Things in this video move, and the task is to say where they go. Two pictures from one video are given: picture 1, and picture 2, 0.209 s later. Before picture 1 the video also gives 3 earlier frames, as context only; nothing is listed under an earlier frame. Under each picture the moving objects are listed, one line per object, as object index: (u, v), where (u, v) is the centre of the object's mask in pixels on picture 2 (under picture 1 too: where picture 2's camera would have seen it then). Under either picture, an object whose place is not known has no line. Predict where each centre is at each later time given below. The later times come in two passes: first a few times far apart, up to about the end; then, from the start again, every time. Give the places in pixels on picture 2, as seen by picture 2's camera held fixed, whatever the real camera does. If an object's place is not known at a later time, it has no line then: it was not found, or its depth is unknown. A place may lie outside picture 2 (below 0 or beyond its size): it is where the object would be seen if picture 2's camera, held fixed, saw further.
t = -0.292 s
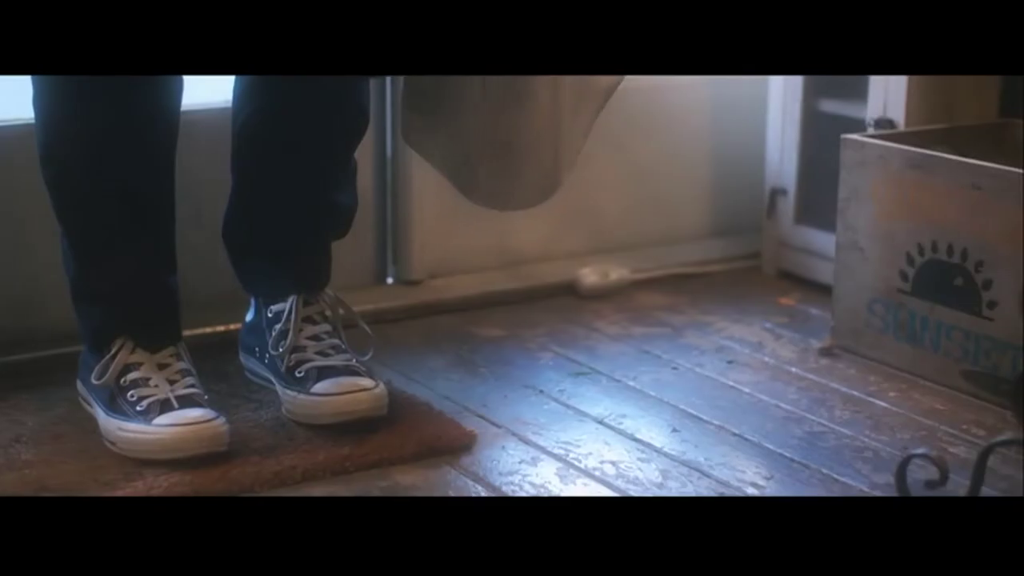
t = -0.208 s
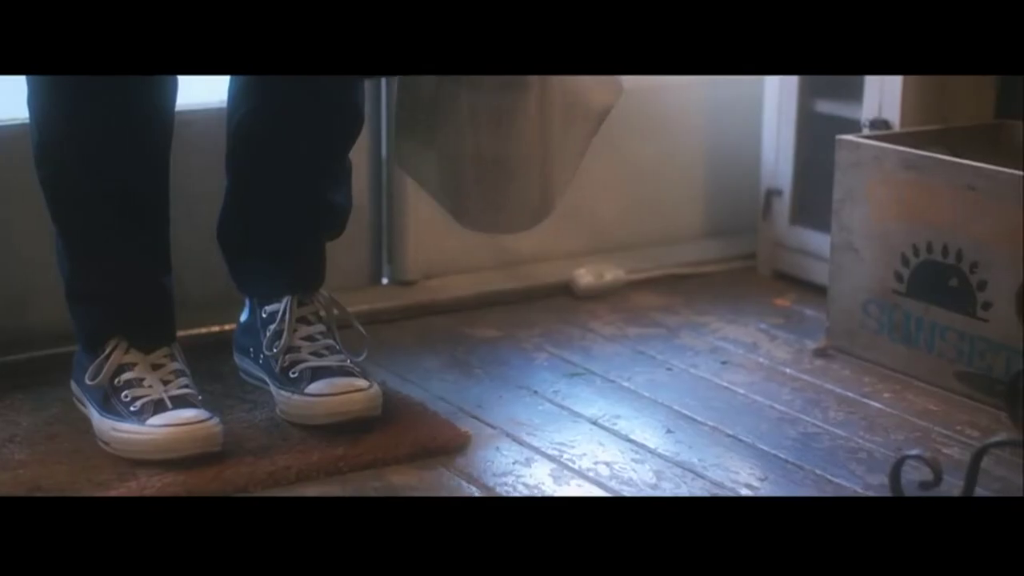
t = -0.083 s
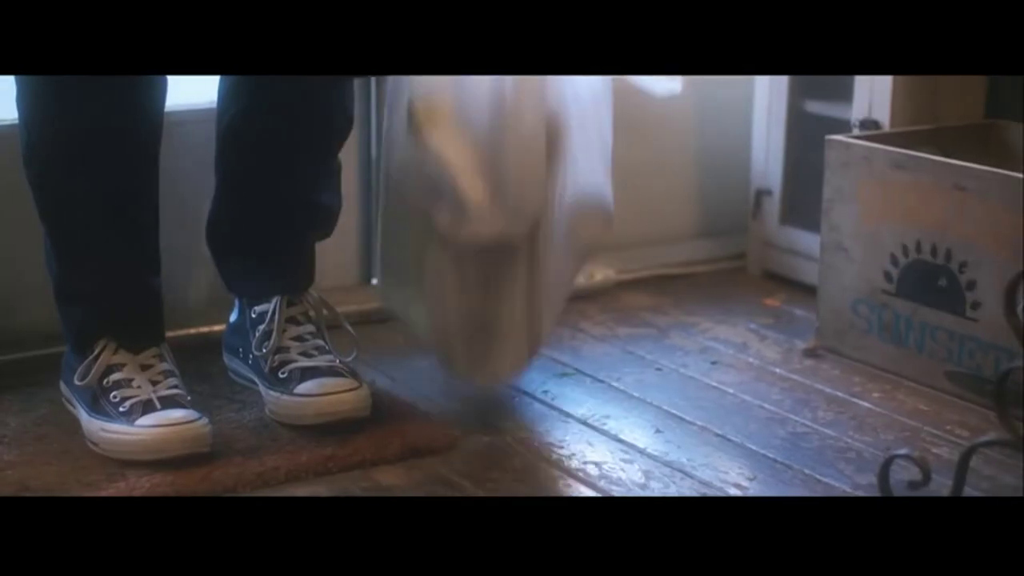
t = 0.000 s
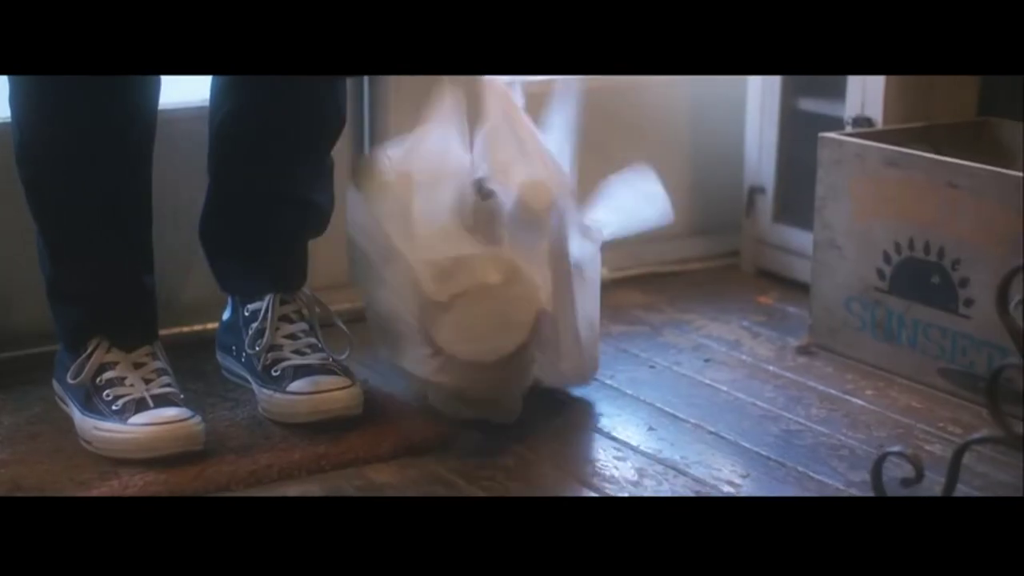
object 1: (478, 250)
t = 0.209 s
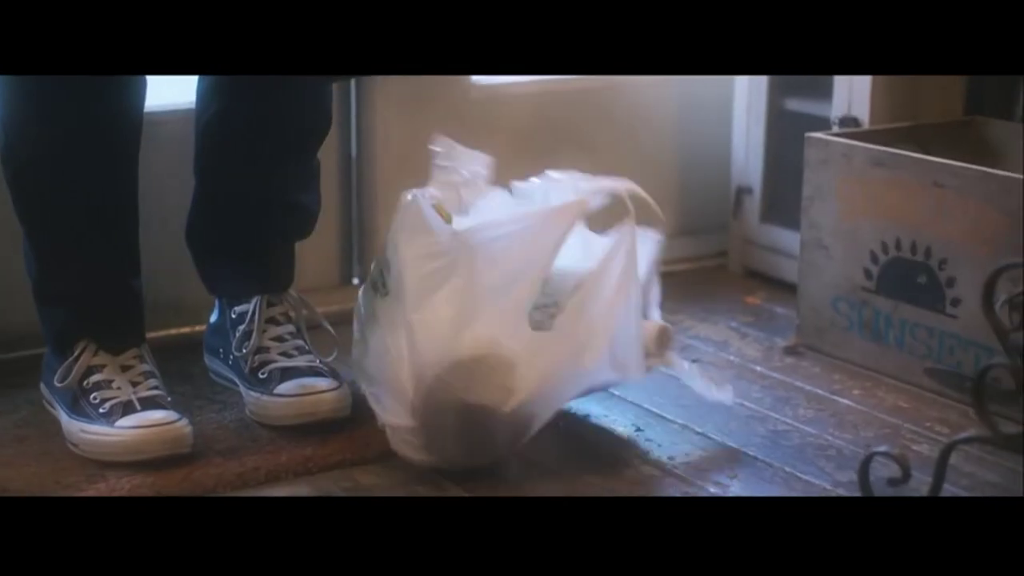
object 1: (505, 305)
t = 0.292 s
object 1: (523, 337)
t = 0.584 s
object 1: (576, 353)
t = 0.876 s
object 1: (575, 352)
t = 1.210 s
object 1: (575, 352)
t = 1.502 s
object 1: (575, 352)
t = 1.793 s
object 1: (576, 352)
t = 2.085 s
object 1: (577, 352)
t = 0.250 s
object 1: (519, 324)
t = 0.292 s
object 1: (523, 337)
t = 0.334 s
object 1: (538, 341)
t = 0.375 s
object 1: (548, 345)
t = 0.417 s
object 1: (567, 347)
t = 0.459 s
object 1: (570, 352)
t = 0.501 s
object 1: (575, 354)
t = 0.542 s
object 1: (576, 354)
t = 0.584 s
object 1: (576, 353)
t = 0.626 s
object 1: (576, 352)
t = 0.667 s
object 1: (576, 352)
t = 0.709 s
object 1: (576, 352)
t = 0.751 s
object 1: (575, 352)
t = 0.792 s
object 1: (575, 352)
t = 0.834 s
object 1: (575, 352)
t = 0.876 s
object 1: (575, 352)
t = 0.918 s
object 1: (575, 352)
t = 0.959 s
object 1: (575, 352)
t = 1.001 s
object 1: (575, 352)
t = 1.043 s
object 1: (575, 352)
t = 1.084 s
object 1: (575, 352)
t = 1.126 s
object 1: (575, 352)
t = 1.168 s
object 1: (575, 352)
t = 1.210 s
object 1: (575, 352)
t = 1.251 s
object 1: (575, 352)
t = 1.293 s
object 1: (575, 352)
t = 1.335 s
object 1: (575, 352)
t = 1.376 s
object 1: (575, 352)
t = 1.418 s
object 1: (575, 352)
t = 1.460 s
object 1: (575, 352)
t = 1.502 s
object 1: (575, 352)
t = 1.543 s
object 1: (575, 352)
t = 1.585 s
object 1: (576, 352)
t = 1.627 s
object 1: (576, 352)
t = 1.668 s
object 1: (576, 352)
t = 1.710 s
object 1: (576, 352)
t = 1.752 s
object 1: (576, 352)
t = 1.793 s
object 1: (576, 352)
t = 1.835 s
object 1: (576, 352)
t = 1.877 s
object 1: (576, 352)
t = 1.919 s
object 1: (576, 352)
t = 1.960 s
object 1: (572, 353)
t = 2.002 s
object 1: (576, 352)
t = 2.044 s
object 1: (576, 352)
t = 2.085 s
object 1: (577, 352)
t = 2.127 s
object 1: (577, 352)
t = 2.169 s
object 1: (577, 352)
